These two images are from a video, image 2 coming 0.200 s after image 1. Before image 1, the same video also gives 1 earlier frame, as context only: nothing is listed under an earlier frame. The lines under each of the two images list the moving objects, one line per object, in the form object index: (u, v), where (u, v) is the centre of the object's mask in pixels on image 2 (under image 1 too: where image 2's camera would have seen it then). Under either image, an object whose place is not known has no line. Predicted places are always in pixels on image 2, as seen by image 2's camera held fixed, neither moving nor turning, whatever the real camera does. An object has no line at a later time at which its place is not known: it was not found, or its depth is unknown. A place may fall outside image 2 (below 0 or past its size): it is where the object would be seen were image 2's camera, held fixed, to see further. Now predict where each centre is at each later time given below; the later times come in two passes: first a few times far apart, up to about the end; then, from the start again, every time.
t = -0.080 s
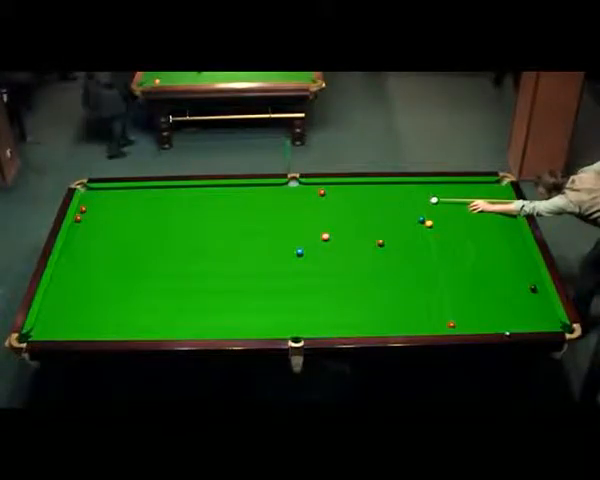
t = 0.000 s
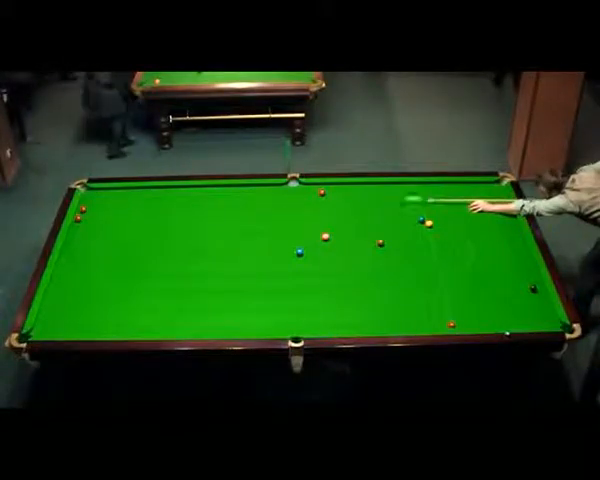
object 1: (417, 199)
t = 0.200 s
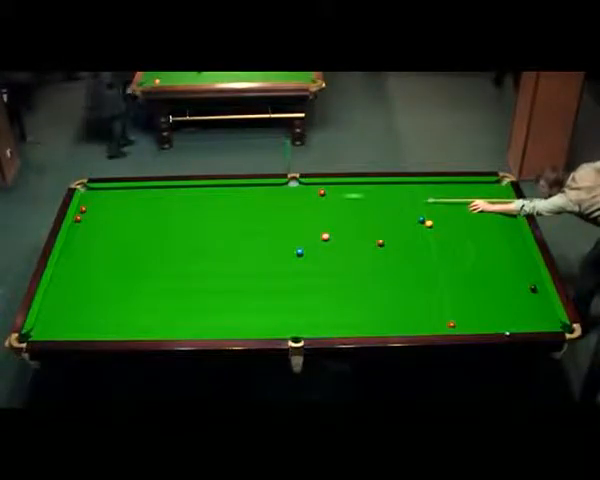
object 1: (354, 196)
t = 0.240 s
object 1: (341, 195)
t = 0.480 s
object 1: (297, 207)
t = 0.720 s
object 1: (253, 220)
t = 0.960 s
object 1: (205, 233)
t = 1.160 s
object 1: (168, 245)
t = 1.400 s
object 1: (124, 258)
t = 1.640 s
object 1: (77, 271)
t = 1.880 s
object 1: (66, 284)
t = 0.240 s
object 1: (341, 195)
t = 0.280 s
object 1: (328, 195)
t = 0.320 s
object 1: (323, 196)
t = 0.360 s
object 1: (316, 199)
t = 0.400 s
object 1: (312, 201)
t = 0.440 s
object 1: (305, 204)
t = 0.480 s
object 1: (297, 207)
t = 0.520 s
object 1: (289, 209)
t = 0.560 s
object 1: (282, 211)
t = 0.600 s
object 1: (280, 211)
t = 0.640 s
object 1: (270, 216)
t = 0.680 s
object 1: (259, 217)
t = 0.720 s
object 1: (253, 220)
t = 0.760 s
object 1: (246, 221)
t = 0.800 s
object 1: (238, 221)
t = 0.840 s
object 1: (233, 226)
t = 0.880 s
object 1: (222, 230)
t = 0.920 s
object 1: (217, 230)
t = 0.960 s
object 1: (205, 233)
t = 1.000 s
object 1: (200, 235)
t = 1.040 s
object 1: (192, 237)
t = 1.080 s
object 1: (189, 239)
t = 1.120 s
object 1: (176, 242)
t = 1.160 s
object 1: (168, 245)
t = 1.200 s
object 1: (162, 246)
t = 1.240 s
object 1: (154, 249)
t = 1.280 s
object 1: (146, 251)
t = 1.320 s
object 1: (142, 253)
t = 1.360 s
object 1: (134, 255)
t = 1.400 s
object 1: (124, 258)
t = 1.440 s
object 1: (114, 260)
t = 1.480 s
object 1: (110, 262)
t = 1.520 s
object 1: (99, 263)
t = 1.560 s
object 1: (92, 269)
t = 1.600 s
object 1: (85, 270)
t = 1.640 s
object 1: (77, 271)
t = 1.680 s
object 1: (68, 274)
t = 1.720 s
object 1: (62, 276)
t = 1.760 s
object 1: (56, 279)
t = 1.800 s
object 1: (57, 280)
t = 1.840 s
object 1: (63, 283)
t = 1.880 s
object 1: (66, 284)
